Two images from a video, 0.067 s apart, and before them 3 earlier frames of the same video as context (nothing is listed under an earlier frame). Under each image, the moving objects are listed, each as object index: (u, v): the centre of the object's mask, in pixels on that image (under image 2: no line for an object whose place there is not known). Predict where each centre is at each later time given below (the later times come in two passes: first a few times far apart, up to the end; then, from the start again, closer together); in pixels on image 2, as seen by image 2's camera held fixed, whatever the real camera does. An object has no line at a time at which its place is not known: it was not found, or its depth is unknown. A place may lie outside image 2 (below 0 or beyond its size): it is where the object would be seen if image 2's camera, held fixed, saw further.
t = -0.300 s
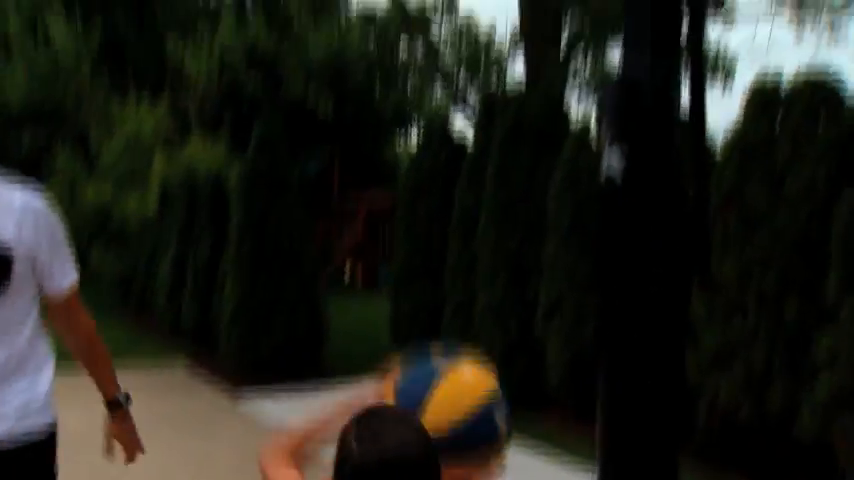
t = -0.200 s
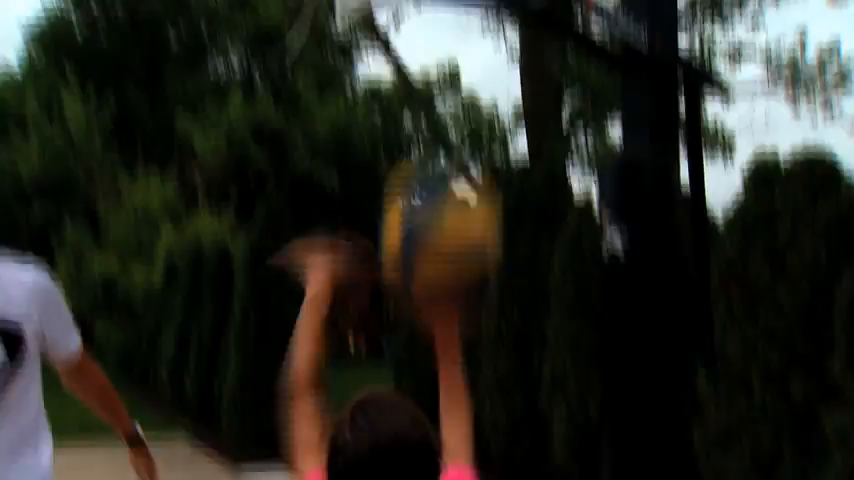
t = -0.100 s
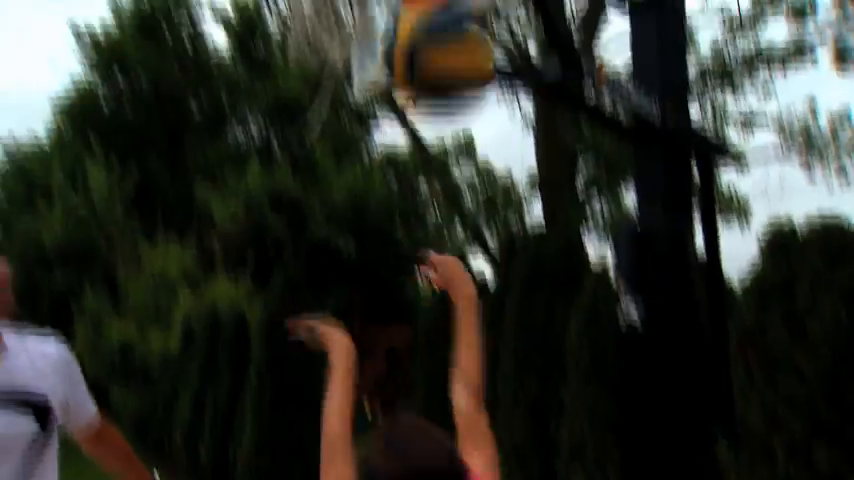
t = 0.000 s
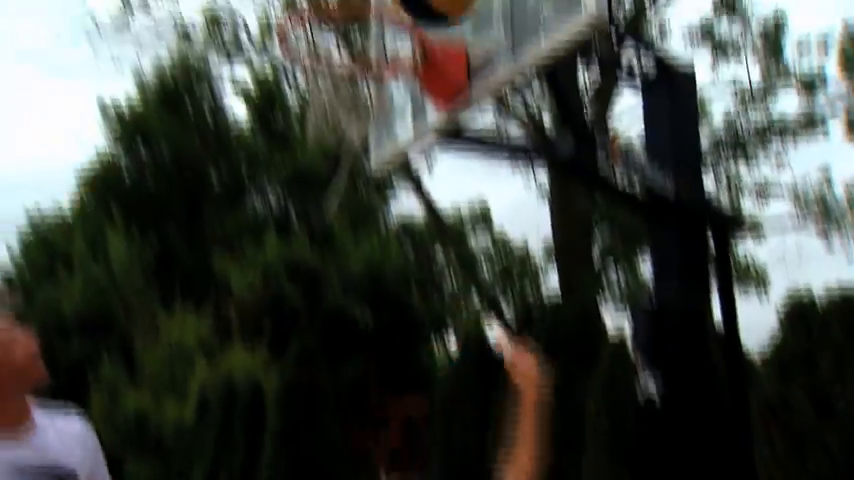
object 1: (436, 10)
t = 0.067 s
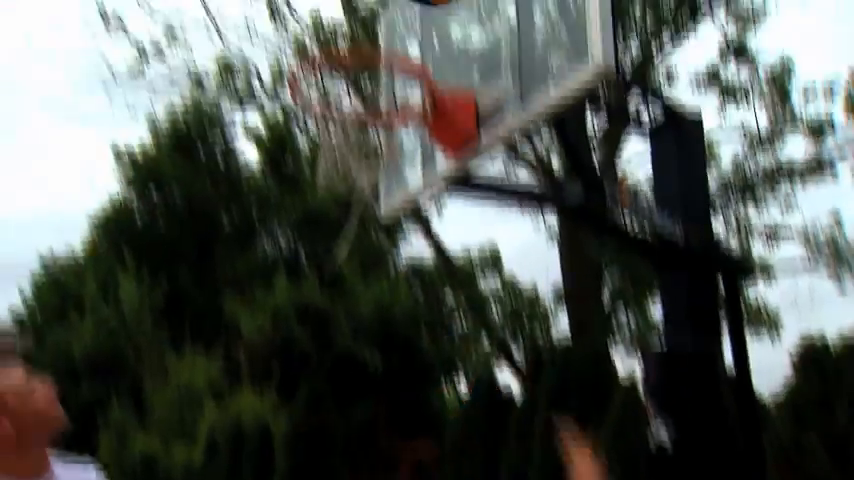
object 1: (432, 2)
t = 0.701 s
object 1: (394, 58)
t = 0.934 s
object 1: (330, 124)
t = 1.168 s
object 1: (368, 172)
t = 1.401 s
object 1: (361, 186)
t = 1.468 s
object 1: (355, 204)
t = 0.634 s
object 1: (393, 17)
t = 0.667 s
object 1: (391, 44)
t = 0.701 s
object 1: (394, 58)
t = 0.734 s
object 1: (384, 106)
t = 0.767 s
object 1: (374, 108)
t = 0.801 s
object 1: (358, 116)
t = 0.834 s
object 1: (340, 129)
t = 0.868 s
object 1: (329, 133)
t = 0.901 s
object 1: (328, 123)
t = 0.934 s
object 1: (330, 124)
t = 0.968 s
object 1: (333, 130)
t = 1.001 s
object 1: (342, 141)
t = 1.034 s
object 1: (346, 152)
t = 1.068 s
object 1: (353, 163)
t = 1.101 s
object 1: (362, 175)
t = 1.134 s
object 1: (367, 177)
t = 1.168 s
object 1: (368, 172)
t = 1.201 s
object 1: (369, 172)
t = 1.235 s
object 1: (370, 173)
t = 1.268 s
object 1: (369, 174)
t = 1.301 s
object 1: (368, 175)
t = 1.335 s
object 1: (366, 177)
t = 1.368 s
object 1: (363, 179)
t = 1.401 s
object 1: (361, 186)
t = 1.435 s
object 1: (358, 193)
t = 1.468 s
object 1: (355, 204)
